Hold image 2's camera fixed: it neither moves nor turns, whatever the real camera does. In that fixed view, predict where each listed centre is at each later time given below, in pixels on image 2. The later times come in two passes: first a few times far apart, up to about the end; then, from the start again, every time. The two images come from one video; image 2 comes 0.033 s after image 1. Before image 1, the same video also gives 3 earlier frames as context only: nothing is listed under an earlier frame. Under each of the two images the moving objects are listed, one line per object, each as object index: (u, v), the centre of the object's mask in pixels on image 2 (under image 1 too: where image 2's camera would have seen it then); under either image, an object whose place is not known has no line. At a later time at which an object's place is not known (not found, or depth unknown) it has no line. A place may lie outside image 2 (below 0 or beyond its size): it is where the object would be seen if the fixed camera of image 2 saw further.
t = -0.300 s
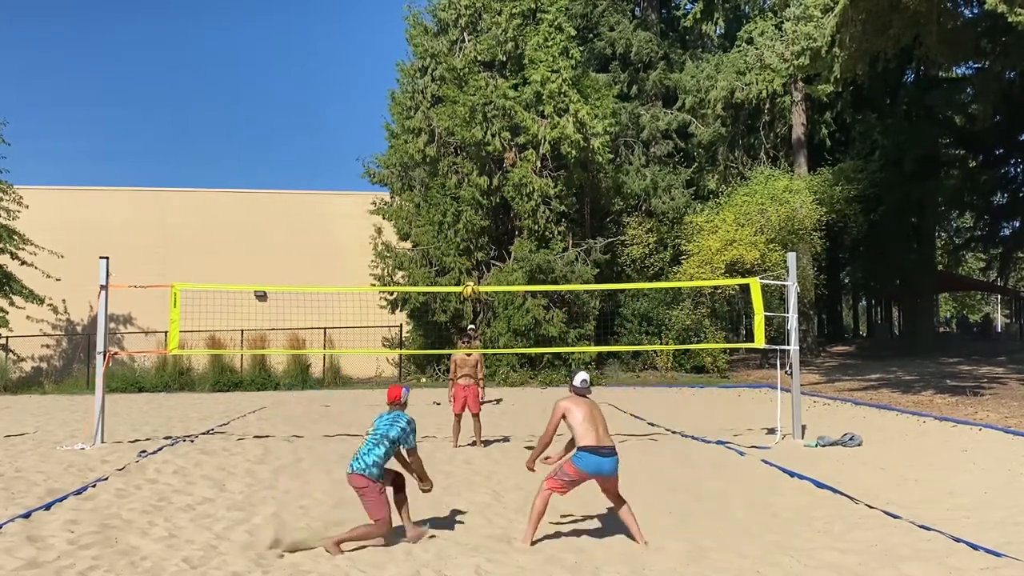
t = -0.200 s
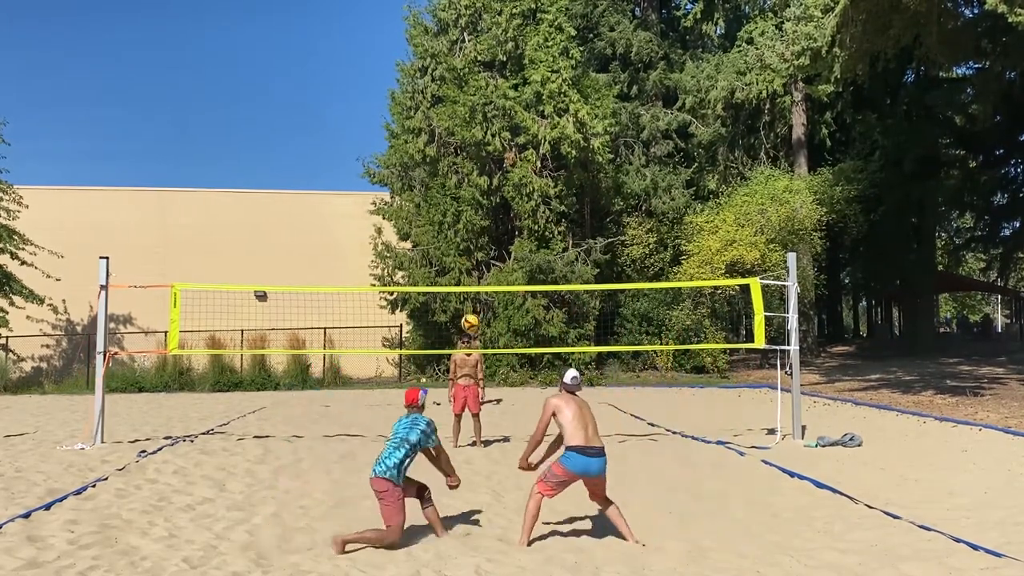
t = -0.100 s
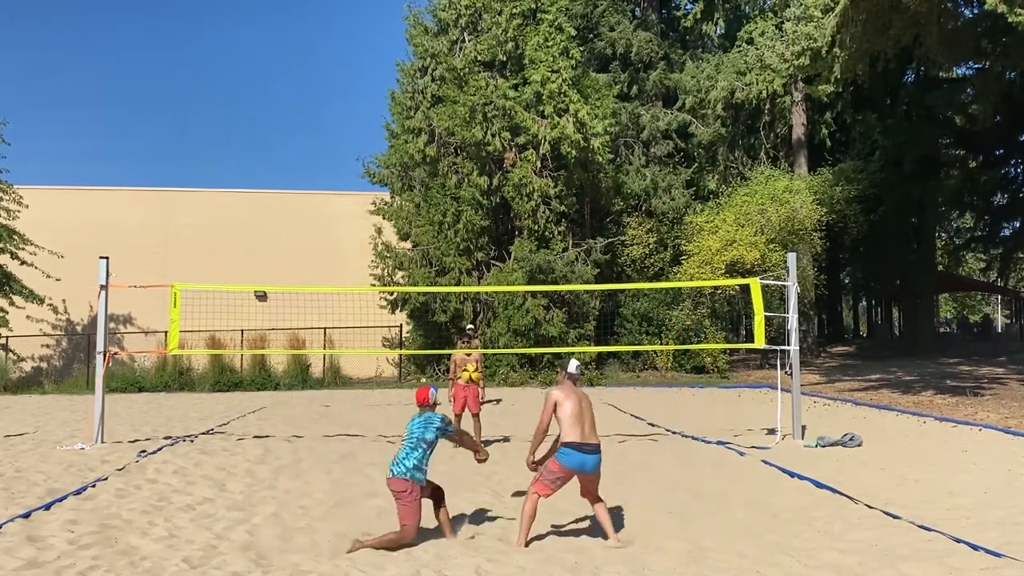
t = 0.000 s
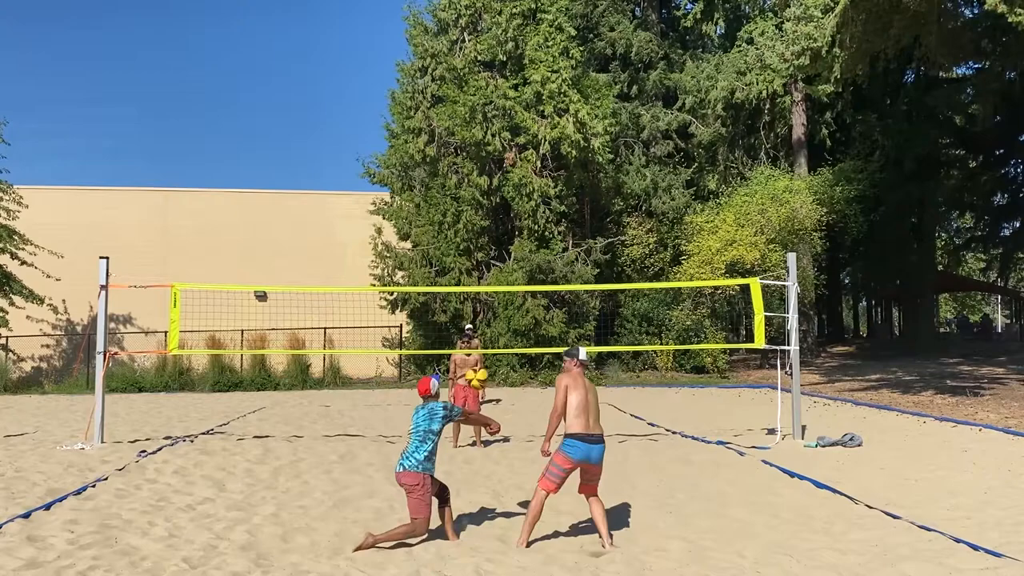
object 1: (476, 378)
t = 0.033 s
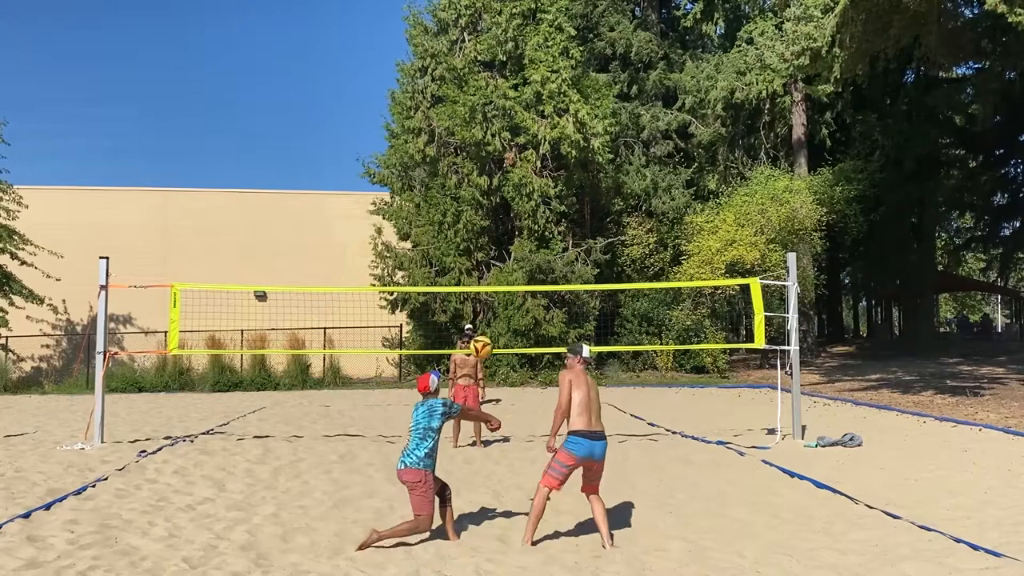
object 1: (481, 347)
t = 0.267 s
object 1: (506, 180)
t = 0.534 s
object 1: (527, 73)
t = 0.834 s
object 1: (546, 38)
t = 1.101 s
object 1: (562, 77)
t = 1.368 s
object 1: (573, 172)
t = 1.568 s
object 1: (579, 274)
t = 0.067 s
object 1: (485, 318)
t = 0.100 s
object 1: (489, 291)
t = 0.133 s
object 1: (492, 266)
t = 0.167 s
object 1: (496, 243)
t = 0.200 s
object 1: (500, 220)
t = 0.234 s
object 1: (502, 200)
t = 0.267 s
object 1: (506, 180)
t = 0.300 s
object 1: (508, 162)
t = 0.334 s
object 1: (512, 145)
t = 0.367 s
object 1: (515, 130)
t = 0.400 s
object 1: (518, 117)
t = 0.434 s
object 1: (520, 104)
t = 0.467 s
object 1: (522, 91)
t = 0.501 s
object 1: (525, 81)
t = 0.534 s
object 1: (527, 73)
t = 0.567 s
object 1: (529, 64)
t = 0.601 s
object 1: (531, 57)
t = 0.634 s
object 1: (534, 50)
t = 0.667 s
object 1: (536, 46)
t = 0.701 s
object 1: (538, 42)
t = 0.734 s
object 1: (541, 40)
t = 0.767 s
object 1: (541, 38)
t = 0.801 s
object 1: (545, 38)
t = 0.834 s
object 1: (546, 38)
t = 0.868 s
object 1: (548, 40)
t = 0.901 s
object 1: (549, 42)
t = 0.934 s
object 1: (553, 45)
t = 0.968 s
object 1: (554, 50)
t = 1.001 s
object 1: (556, 54)
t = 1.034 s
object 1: (557, 61)
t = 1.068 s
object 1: (559, 68)
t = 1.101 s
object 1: (562, 77)
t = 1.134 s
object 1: (563, 85)
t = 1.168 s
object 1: (564, 95)
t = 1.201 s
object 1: (566, 106)
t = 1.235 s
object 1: (567, 119)
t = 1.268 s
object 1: (569, 130)
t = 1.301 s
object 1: (571, 144)
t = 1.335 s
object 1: (572, 157)
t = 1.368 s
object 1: (573, 172)
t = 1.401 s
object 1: (574, 187)
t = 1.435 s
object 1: (575, 204)
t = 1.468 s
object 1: (576, 220)
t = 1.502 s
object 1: (577, 238)
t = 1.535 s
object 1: (579, 256)
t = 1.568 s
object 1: (579, 274)
